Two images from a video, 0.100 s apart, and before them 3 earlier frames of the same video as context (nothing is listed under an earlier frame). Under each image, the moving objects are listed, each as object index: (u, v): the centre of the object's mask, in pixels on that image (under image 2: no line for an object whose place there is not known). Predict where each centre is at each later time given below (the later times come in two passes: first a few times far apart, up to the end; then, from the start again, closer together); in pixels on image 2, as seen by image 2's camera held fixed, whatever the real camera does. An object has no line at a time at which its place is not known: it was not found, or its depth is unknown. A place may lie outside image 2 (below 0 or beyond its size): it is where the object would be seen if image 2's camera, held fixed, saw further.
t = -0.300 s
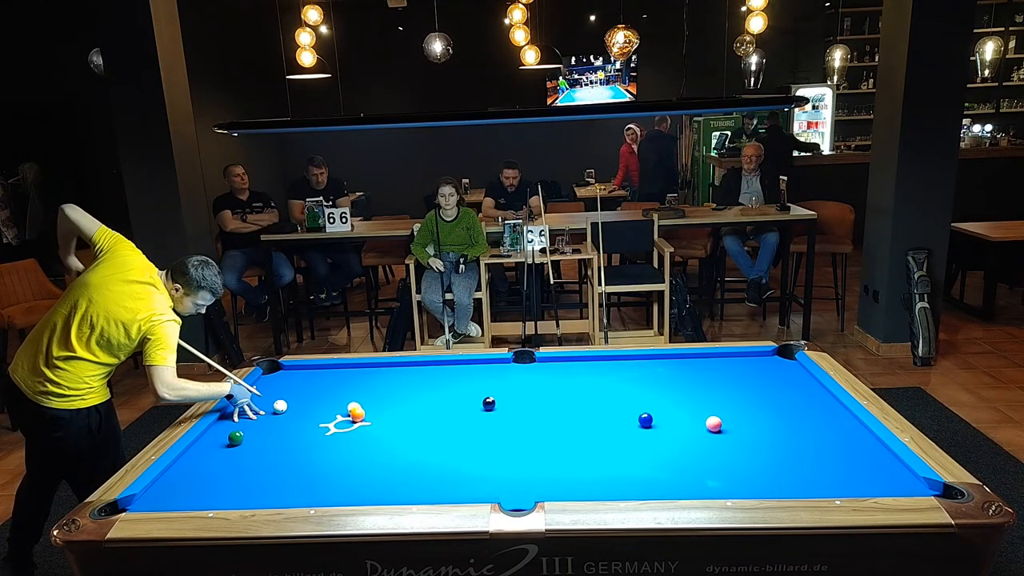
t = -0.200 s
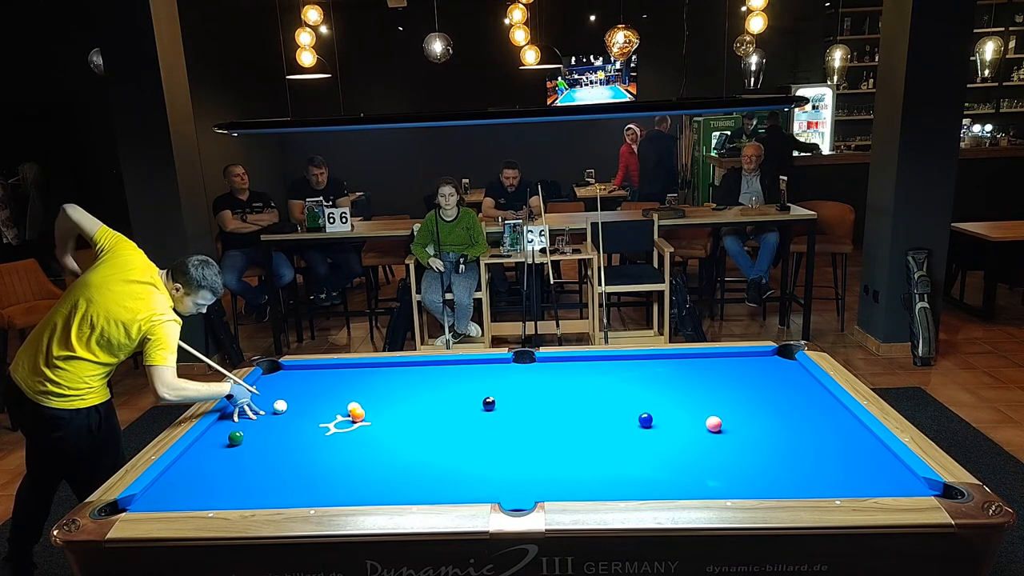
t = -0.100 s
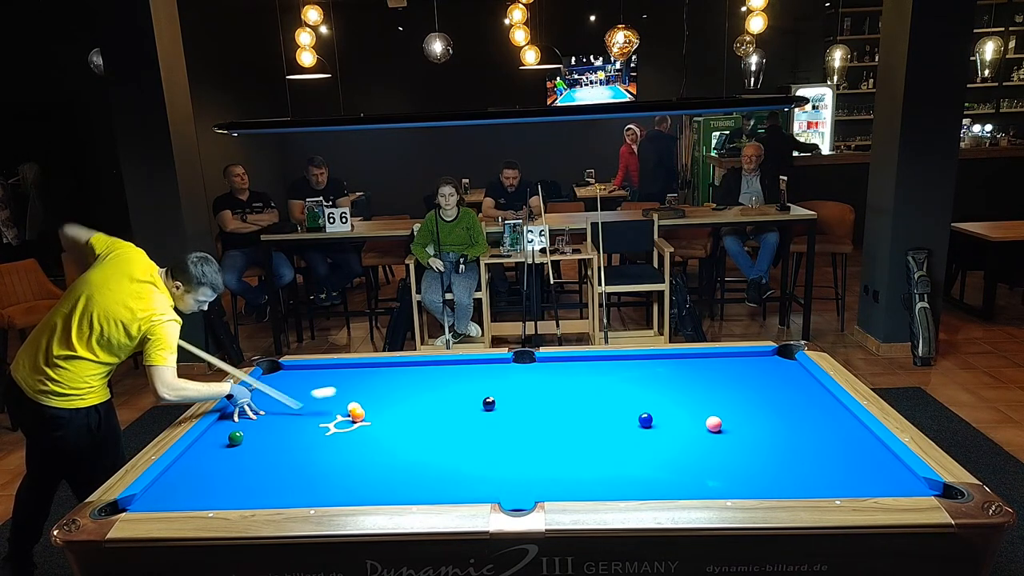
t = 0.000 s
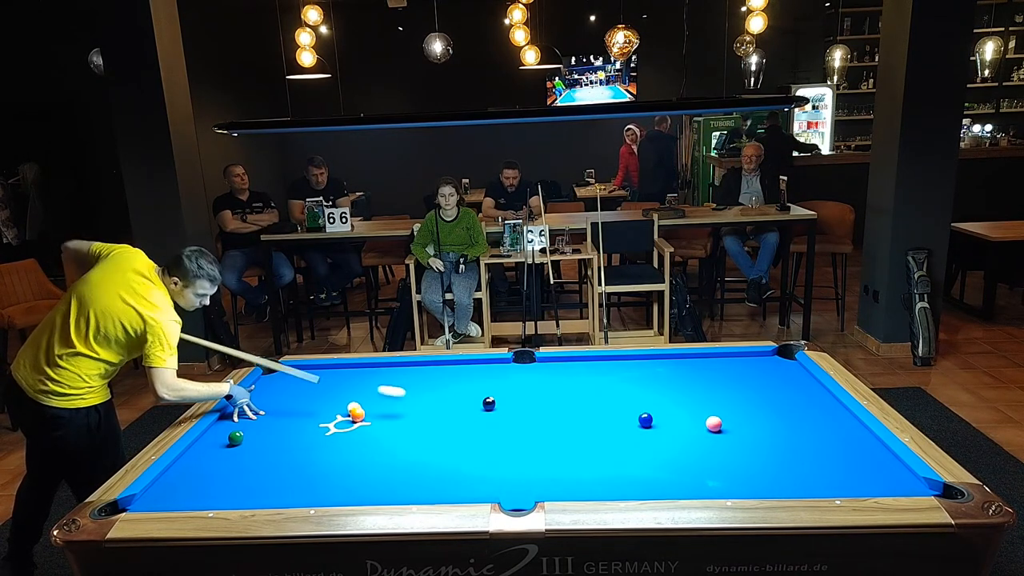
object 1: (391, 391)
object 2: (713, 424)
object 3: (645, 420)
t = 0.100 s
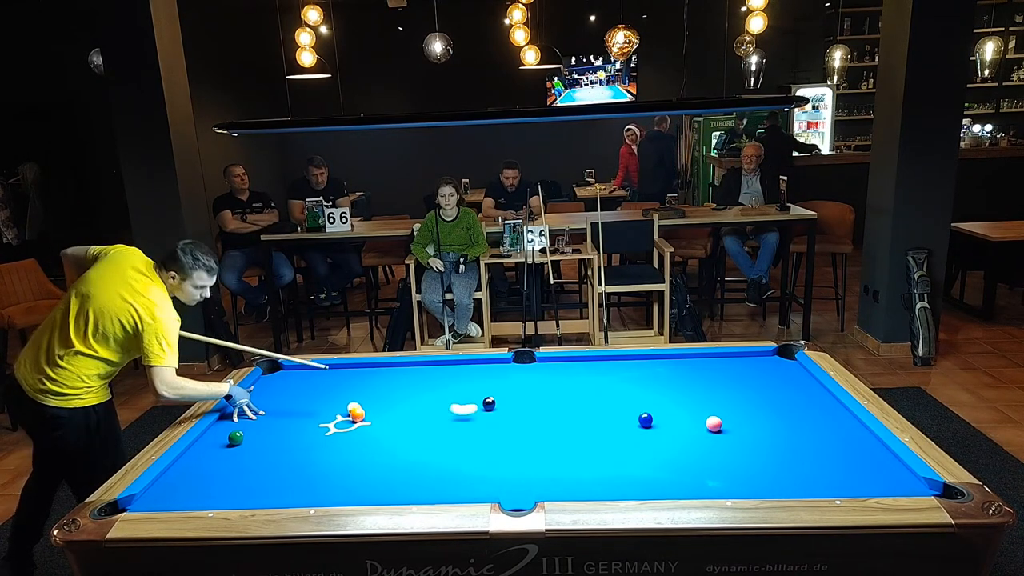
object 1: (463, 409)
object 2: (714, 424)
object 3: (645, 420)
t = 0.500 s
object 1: (637, 418)
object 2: (759, 429)
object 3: (702, 418)
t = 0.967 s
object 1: (660, 416)
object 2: (824, 457)
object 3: (715, 401)
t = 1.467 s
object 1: (680, 415)
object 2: (728, 475)
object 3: (727, 386)
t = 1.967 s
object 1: (694, 414)
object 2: (633, 487)
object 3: (736, 374)
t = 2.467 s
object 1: (702, 414)
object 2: (553, 482)
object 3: (744, 365)
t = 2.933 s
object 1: (706, 414)
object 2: (487, 476)
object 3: (751, 359)
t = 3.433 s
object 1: (707, 414)
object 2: (425, 471)
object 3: (757, 356)
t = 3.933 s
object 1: (707, 414)
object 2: (371, 466)
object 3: (762, 358)
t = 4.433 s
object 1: (707, 414)
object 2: (325, 462)
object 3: (765, 359)
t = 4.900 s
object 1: (707, 414)
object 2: (288, 458)
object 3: (766, 359)
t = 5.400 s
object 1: (707, 414)
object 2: (254, 456)
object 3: (766, 359)
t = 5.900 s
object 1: (707, 414)
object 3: (766, 359)
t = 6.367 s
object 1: (707, 414)
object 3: (766, 359)
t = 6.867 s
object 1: (707, 414)
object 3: (766, 359)
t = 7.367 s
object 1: (707, 414)
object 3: (766, 359)
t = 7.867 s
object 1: (707, 414)
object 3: (766, 359)
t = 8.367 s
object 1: (707, 414)
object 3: (766, 359)
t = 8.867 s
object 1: (707, 414)
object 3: (766, 359)
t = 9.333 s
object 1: (707, 414)
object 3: (766, 359)
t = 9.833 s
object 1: (707, 414)
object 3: (766, 359)
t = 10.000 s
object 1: (707, 414)
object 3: (766, 359)
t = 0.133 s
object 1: (486, 406)
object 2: (714, 424)
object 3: (645, 420)
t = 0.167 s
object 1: (509, 405)
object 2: (714, 424)
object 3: (645, 420)
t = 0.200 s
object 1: (532, 406)
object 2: (713, 424)
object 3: (645, 420)
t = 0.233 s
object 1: (555, 410)
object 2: (714, 424)
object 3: (645, 420)
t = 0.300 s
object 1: (601, 412)
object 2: (714, 424)
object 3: (645, 420)
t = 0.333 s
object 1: (623, 414)
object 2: (714, 424)
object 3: (645, 420)
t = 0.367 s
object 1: (631, 418)
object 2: (714, 424)
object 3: (663, 421)
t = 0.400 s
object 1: (632, 418)
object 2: (713, 424)
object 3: (684, 422)
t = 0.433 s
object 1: (634, 418)
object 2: (720, 424)
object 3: (699, 421)
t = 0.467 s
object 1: (636, 418)
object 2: (740, 426)
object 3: (701, 419)
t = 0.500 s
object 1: (637, 418)
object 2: (759, 429)
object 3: (702, 418)
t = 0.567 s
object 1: (641, 418)
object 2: (799, 435)
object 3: (704, 415)
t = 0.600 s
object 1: (643, 417)
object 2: (819, 438)
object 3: (705, 414)
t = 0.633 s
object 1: (644, 417)
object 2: (838, 441)
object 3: (706, 413)
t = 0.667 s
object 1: (646, 417)
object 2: (856, 444)
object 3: (707, 411)
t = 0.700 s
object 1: (648, 417)
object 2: (874, 446)
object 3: (708, 410)
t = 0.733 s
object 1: (649, 417)
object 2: (875, 448)
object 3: (709, 409)
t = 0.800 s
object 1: (653, 417)
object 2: (858, 450)
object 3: (711, 407)
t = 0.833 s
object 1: (654, 417)
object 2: (850, 452)
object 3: (712, 405)
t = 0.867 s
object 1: (656, 417)
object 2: (843, 453)
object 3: (713, 404)
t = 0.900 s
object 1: (657, 417)
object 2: (837, 454)
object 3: (714, 403)
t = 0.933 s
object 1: (659, 416)
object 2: (830, 455)
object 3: (715, 402)
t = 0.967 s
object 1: (660, 416)
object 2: (824, 457)
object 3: (715, 401)
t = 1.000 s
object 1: (662, 416)
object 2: (818, 458)
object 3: (717, 400)
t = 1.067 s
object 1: (665, 416)
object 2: (805, 460)
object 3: (718, 398)
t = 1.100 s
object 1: (666, 416)
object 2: (799, 462)
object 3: (719, 397)
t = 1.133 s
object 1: (668, 416)
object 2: (792, 463)
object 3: (720, 395)
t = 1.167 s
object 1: (669, 416)
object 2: (786, 464)
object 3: (721, 394)
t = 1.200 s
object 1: (670, 416)
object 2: (779, 465)
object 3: (721, 394)
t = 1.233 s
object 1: (672, 416)
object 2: (773, 467)
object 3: (722, 393)
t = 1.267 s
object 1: (673, 415)
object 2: (767, 468)
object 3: (723, 392)
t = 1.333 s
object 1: (675, 415)
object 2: (754, 470)
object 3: (724, 390)
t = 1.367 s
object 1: (677, 415)
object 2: (747, 471)
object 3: (725, 389)
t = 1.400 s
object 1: (678, 415)
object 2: (741, 472)
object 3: (726, 388)
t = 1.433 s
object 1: (679, 415)
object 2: (735, 474)
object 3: (727, 387)
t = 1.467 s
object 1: (680, 415)
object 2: (728, 475)
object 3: (727, 386)
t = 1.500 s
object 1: (681, 415)
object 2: (722, 476)
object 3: (728, 385)
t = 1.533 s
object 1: (682, 415)
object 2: (716, 477)
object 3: (728, 384)
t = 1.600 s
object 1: (684, 415)
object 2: (702, 480)
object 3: (730, 383)
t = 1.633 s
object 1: (685, 415)
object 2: (696, 481)
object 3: (731, 382)
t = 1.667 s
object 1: (686, 415)
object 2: (690, 482)
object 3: (731, 381)
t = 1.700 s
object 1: (687, 415)
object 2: (683, 482)
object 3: (732, 380)
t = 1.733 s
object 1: (688, 415)
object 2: (677, 483)
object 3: (732, 380)
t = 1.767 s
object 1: (689, 415)
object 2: (671, 484)
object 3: (733, 379)
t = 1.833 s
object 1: (691, 415)
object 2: (657, 486)
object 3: (734, 377)
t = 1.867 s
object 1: (691, 415)
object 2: (651, 487)
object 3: (735, 377)
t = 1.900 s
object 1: (692, 414)
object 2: (645, 487)
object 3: (735, 376)
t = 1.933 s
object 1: (693, 414)
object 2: (639, 487)
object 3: (736, 375)
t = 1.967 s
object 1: (694, 414)
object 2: (633, 487)
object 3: (736, 374)
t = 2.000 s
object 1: (695, 414)
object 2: (628, 486)
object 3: (737, 373)
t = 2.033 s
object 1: (695, 414)
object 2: (621, 486)
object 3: (738, 373)
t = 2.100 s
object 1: (696, 414)
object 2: (611, 485)
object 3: (739, 372)
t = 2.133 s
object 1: (697, 414)
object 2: (605, 485)
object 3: (739, 371)
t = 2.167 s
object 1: (698, 414)
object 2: (600, 485)
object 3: (740, 370)
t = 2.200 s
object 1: (698, 414)
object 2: (595, 485)
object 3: (741, 370)
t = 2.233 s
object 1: (699, 414)
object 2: (589, 484)
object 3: (741, 369)
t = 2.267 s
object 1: (700, 414)
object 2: (584, 484)
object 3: (742, 368)
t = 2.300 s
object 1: (700, 414)
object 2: (578, 484)
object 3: (742, 368)
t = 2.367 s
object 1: (701, 414)
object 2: (568, 483)
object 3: (743, 366)
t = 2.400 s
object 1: (701, 414)
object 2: (563, 483)
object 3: (744, 366)
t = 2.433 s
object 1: (702, 414)
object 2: (557, 483)
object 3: (744, 365)
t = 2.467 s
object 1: (702, 414)
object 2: (553, 482)
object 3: (744, 365)
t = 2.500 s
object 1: (703, 414)
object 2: (548, 482)
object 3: (745, 364)
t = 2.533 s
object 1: (703, 414)
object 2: (543, 481)
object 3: (745, 364)
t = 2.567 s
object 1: (703, 414)
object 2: (538, 481)
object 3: (746, 363)
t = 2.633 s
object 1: (704, 414)
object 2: (528, 480)
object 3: (747, 362)
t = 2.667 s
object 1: (705, 414)
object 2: (523, 480)
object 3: (747, 362)
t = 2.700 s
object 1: (705, 414)
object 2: (519, 479)
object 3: (748, 361)
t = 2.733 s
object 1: (705, 414)
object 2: (514, 479)
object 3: (748, 361)
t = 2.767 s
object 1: (705, 414)
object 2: (509, 478)
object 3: (748, 360)
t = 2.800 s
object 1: (705, 414)
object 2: (505, 478)
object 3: (749, 360)
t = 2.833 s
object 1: (706, 414)
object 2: (500, 478)
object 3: (749, 360)
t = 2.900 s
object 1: (706, 414)
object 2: (491, 477)
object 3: (750, 359)
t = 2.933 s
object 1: (706, 414)
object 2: (487, 476)
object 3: (751, 359)
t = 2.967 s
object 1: (706, 414)
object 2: (483, 476)
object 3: (751, 358)
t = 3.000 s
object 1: (706, 414)
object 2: (478, 476)
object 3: (751, 358)
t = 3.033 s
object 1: (706, 414)
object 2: (474, 475)
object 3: (752, 357)
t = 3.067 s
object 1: (706, 414)
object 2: (470, 475)
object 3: (752, 357)
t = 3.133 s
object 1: (707, 414)
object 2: (461, 474)
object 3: (753, 355)
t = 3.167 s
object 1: (707, 414)
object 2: (457, 473)
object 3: (754, 355)
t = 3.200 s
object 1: (707, 414)
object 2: (453, 473)
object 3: (754, 355)
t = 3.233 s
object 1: (707, 414)
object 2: (449, 472)
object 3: (754, 355)
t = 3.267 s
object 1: (707, 414)
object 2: (445, 473)
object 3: (755, 355)
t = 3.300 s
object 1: (707, 414)
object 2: (440, 472)
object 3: (755, 355)
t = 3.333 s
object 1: (707, 414)
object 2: (437, 472)
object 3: (756, 355)
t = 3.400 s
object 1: (707, 414)
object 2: (429, 471)
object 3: (757, 356)
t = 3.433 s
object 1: (707, 414)
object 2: (425, 471)
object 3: (757, 356)
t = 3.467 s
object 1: (707, 414)
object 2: (421, 470)
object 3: (758, 356)
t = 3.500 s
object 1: (707, 414)
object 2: (417, 470)
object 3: (758, 356)
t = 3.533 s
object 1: (707, 414)
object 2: (414, 469)
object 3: (758, 356)
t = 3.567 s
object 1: (707, 414)
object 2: (410, 469)
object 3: (759, 357)
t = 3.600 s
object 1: (707, 414)
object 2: (407, 469)
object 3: (759, 357)
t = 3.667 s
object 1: (707, 414)
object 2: (399, 468)
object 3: (760, 357)
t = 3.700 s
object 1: (707, 414)
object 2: (396, 468)
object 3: (760, 357)
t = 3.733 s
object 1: (707, 414)
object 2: (392, 467)
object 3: (761, 357)
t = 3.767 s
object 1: (707, 414)
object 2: (389, 467)
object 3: (761, 357)
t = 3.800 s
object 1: (707, 414)
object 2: (385, 467)
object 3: (761, 357)
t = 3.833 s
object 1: (707, 414)
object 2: (381, 466)
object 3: (762, 358)
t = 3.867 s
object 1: (707, 414)
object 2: (378, 466)
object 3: (762, 358)
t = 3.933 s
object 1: (707, 414)
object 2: (371, 466)
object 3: (762, 358)
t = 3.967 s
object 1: (707, 414)
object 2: (368, 465)
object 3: (763, 358)
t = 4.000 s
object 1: (707, 414)
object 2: (364, 465)
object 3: (763, 358)
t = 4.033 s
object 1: (707, 414)
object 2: (361, 465)
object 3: (763, 358)
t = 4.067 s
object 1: (707, 414)
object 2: (358, 464)
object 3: (763, 358)
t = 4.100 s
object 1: (707, 414)
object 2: (355, 465)
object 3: (764, 358)
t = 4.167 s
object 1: (707, 414)
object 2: (349, 464)
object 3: (764, 359)
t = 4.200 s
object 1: (707, 414)
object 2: (345, 464)
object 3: (764, 359)
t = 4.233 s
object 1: (707, 414)
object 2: (342, 463)
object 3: (764, 359)
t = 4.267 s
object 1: (707, 414)
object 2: (339, 463)
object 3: (765, 359)
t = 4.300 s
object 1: (707, 414)
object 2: (337, 463)
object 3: (765, 359)
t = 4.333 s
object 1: (707, 414)
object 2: (333, 462)
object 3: (765, 359)
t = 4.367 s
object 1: (707, 414)
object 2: (330, 462)
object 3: (765, 359)
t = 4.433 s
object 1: (707, 414)
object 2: (325, 462)
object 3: (765, 359)
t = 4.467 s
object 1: (707, 414)
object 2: (322, 461)
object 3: (765, 359)
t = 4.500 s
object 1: (707, 414)
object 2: (319, 461)
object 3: (765, 359)
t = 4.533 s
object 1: (707, 414)
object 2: (316, 461)
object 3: (765, 359)
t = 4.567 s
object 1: (707, 414)
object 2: (314, 461)
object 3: (765, 359)
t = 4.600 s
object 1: (707, 414)
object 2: (311, 460)
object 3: (765, 359)
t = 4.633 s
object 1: (707, 414)
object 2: (308, 460)
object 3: (766, 359)
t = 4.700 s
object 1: (707, 414)
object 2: (303, 460)
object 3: (766, 359)
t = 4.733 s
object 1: (707, 414)
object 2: (300, 460)
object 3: (766, 359)
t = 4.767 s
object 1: (707, 414)
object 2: (298, 459)
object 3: (766, 359)
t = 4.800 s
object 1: (707, 414)
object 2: (295, 459)
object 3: (766, 359)
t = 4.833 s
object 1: (707, 414)
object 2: (293, 459)
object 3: (766, 359)
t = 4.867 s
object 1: (707, 414)
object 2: (290, 459)
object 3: (766, 359)
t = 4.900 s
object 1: (707, 414)
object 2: (288, 458)
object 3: (766, 359)
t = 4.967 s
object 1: (707, 414)
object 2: (283, 458)
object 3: (766, 359)
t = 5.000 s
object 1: (707, 414)
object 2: (281, 458)
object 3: (766, 359)
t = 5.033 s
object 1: (707, 414)
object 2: (278, 458)
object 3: (766, 359)
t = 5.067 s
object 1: (707, 414)
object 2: (276, 458)
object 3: (766, 359)
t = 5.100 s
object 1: (707, 414)
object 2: (273, 457)
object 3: (766, 359)
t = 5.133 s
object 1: (707, 414)
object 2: (271, 457)
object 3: (766, 359)
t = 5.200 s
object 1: (707, 414)
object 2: (267, 457)
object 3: (766, 359)
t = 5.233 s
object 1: (707, 414)
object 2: (264, 457)
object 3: (766, 359)
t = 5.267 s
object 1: (707, 414)
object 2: (262, 456)
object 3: (766, 359)
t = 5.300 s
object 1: (707, 414)
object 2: (260, 456)
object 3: (766, 359)
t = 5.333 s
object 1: (707, 414)
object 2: (258, 456)
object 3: (766, 359)
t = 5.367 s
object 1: (707, 414)
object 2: (256, 456)
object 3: (766, 359)
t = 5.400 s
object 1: (707, 414)
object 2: (254, 456)
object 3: (766, 359)
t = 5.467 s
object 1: (707, 414)
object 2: (250, 456)
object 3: (766, 359)
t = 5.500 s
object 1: (707, 414)
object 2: (248, 456)
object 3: (766, 359)
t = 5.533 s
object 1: (707, 414)
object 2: (246, 456)
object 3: (766, 359)
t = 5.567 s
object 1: (707, 414)
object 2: (244, 455)
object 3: (766, 359)
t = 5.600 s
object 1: (707, 414)
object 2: (242, 455)
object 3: (766, 359)
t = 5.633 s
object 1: (707, 414)
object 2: (240, 455)
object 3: (766, 359)
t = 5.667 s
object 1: (707, 414)
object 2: (238, 455)
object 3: (766, 359)
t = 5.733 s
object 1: (707, 414)
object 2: (234, 455)
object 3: (766, 359)
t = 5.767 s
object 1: (707, 414)
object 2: (233, 455)
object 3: (766, 359)
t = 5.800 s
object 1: (707, 414)
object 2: (231, 455)
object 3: (766, 359)
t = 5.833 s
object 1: (707, 414)
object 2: (229, 454)
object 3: (766, 359)
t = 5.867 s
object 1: (707, 414)
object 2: (227, 455)
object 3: (766, 359)
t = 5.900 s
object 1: (707, 414)
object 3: (766, 359)
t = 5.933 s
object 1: (707, 414)
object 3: (766, 359)
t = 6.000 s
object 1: (707, 414)
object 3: (766, 359)
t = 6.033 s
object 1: (707, 414)
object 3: (766, 359)
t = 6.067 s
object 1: (707, 414)
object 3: (766, 359)
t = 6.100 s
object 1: (707, 414)
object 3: (766, 359)
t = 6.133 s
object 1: (707, 414)
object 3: (766, 359)
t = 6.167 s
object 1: (707, 414)
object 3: (766, 359)
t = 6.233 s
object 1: (707, 414)
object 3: (766, 359)
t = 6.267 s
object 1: (707, 414)
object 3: (766, 359)
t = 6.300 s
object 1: (707, 414)
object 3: (766, 359)
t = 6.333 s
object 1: (707, 414)
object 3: (766, 359)
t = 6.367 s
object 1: (707, 414)
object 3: (766, 359)
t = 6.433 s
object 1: (707, 414)
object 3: (766, 359)
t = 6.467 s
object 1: (707, 414)
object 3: (766, 359)
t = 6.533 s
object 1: (707, 414)
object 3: (766, 359)
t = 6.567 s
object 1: (707, 414)
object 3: (766, 359)
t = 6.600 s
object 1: (707, 414)
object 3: (766, 359)
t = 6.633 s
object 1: (707, 414)
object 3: (766, 359)
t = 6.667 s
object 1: (707, 414)
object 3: (766, 359)
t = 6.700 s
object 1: (707, 414)
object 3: (766, 359)
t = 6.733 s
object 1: (707, 414)
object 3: (766, 359)
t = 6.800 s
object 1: (707, 414)
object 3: (766, 359)
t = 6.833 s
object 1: (707, 414)
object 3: (766, 359)
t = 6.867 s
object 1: (707, 414)
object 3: (766, 359)
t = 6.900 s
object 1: (707, 414)
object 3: (766, 359)
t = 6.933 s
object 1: (707, 414)
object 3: (766, 359)
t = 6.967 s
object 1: (707, 414)
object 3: (766, 359)
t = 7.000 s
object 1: (707, 415)
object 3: (766, 359)
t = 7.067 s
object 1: (707, 414)
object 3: (766, 359)
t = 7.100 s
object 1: (707, 414)
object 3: (766, 359)
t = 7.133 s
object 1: (707, 414)
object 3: (766, 359)
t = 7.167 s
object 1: (707, 414)
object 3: (766, 359)
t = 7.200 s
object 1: (707, 414)
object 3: (766, 359)
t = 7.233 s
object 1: (707, 414)
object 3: (766, 359)
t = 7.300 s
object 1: (707, 414)
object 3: (766, 359)
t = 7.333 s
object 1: (707, 414)
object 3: (766, 359)
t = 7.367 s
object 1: (707, 414)
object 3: (766, 359)
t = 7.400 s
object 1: (707, 414)
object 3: (766, 359)
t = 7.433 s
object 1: (707, 414)
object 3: (766, 359)
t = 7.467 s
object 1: (707, 414)
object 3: (766, 359)
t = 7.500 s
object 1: (707, 414)
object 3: (766, 359)
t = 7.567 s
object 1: (707, 414)
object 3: (766, 359)
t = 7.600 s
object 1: (707, 414)
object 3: (766, 359)
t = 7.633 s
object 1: (707, 414)
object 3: (766, 359)
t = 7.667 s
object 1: (707, 414)
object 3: (766, 359)
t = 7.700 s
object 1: (707, 414)
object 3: (766, 359)
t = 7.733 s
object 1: (707, 414)
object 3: (766, 359)
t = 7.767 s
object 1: (707, 414)
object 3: (766, 359)
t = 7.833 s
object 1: (707, 414)
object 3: (766, 359)
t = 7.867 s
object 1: (707, 414)
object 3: (766, 359)
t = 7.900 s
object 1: (707, 414)
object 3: (766, 359)
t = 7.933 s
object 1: (707, 414)
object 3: (766, 359)
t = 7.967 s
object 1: (707, 414)
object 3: (766, 359)
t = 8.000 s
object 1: (707, 414)
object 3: (766, 359)
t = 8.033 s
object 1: (707, 414)
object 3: (766, 359)
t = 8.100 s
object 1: (707, 414)
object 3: (766, 359)
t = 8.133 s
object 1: (707, 414)
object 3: (766, 359)
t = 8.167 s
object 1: (707, 414)
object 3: (766, 359)
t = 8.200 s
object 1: (707, 414)
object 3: (766, 359)
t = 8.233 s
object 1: (707, 414)
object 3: (766, 359)
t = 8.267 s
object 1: (707, 414)
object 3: (766, 359)
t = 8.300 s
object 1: (707, 414)
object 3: (766, 359)
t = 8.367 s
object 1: (707, 414)
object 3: (766, 359)
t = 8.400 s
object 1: (707, 414)
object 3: (766, 359)
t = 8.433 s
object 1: (707, 415)
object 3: (766, 359)
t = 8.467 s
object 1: (707, 414)
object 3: (766, 359)
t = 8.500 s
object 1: (707, 414)
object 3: (766, 359)
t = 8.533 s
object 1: (707, 414)
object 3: (766, 359)
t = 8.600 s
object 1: (707, 414)
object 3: (766, 359)
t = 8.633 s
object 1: (707, 414)
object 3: (766, 359)
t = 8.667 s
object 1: (707, 414)
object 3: (766, 359)
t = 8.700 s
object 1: (707, 414)
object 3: (766, 359)
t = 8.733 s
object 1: (707, 414)
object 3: (766, 359)
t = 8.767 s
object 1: (707, 414)
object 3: (766, 359)
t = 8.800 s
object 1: (707, 414)
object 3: (766, 359)
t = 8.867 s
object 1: (707, 414)
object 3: (766, 359)
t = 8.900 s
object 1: (707, 414)
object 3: (766, 359)
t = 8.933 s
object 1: (707, 414)
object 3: (766, 359)
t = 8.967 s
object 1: (707, 414)
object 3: (766, 359)
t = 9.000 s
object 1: (707, 414)
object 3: (766, 359)
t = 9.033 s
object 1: (707, 414)
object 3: (766, 359)
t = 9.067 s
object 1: (707, 414)
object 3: (766, 359)
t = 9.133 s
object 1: (707, 414)
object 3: (766, 359)
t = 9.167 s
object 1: (707, 414)
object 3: (766, 359)
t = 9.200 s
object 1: (707, 414)
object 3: (766, 359)
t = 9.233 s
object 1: (707, 414)
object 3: (766, 359)
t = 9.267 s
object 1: (707, 414)
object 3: (766, 359)
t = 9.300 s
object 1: (707, 414)
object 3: (766, 359)
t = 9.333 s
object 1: (707, 414)
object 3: (766, 359)
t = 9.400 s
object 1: (707, 414)
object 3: (766, 359)
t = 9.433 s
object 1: (707, 414)
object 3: (766, 359)
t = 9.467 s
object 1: (707, 414)
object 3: (766, 359)
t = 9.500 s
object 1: (707, 414)
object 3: (766, 359)
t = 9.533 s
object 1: (707, 414)
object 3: (766, 359)
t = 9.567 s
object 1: (707, 414)
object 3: (766, 359)
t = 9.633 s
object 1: (707, 414)
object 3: (766, 359)
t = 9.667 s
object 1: (707, 414)
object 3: (766, 359)
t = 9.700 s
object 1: (707, 414)
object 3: (766, 359)
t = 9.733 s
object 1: (707, 414)
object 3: (766, 359)
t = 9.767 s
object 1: (707, 414)
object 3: (766, 359)
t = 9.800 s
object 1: (707, 414)
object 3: (766, 359)
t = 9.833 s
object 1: (707, 414)
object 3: (766, 359)
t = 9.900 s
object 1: (707, 414)
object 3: (766, 359)
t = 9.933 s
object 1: (707, 414)
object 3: (766, 359)
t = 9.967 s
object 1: (707, 414)
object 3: (766, 359)
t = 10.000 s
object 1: (707, 414)
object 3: (766, 359)
